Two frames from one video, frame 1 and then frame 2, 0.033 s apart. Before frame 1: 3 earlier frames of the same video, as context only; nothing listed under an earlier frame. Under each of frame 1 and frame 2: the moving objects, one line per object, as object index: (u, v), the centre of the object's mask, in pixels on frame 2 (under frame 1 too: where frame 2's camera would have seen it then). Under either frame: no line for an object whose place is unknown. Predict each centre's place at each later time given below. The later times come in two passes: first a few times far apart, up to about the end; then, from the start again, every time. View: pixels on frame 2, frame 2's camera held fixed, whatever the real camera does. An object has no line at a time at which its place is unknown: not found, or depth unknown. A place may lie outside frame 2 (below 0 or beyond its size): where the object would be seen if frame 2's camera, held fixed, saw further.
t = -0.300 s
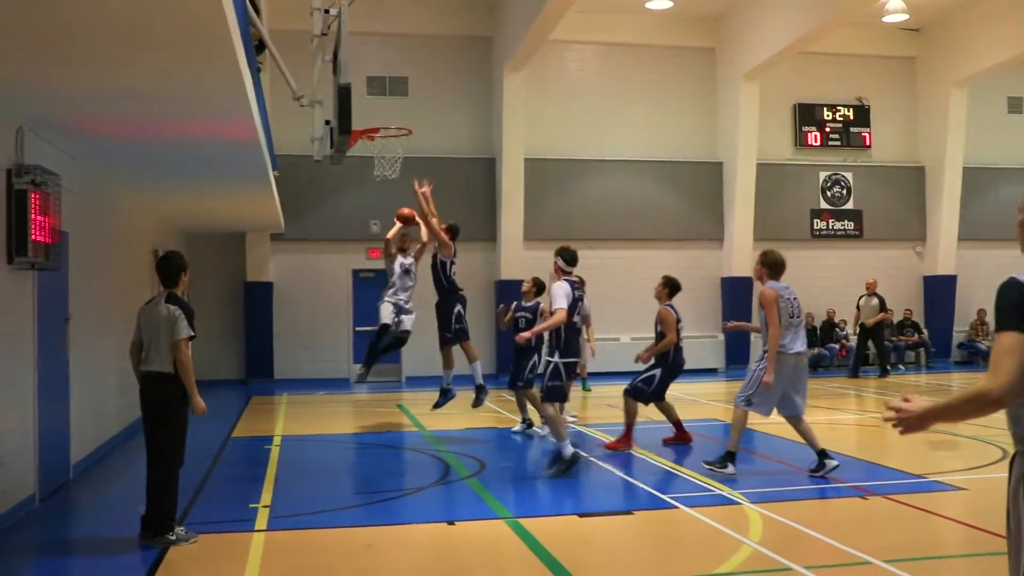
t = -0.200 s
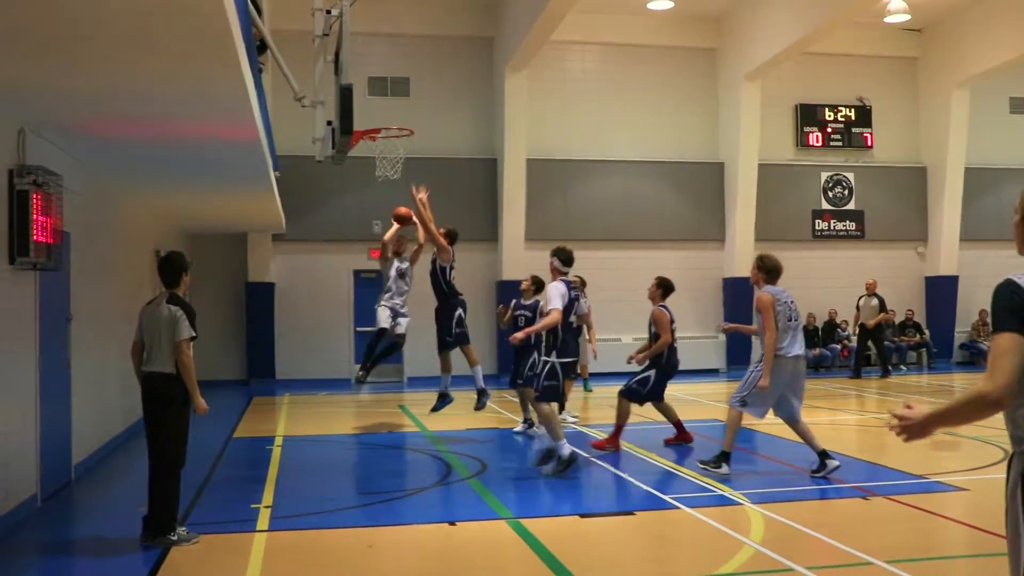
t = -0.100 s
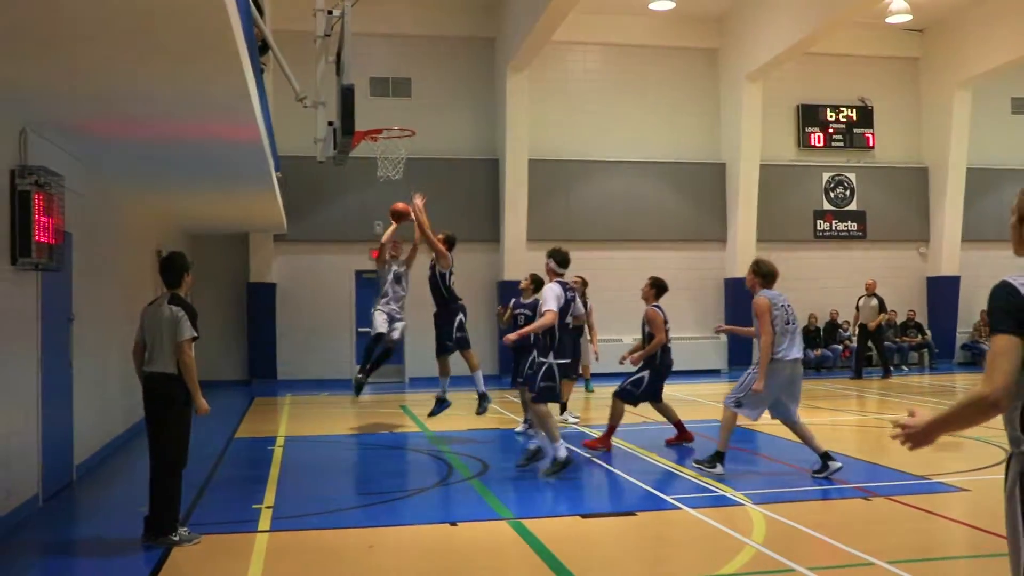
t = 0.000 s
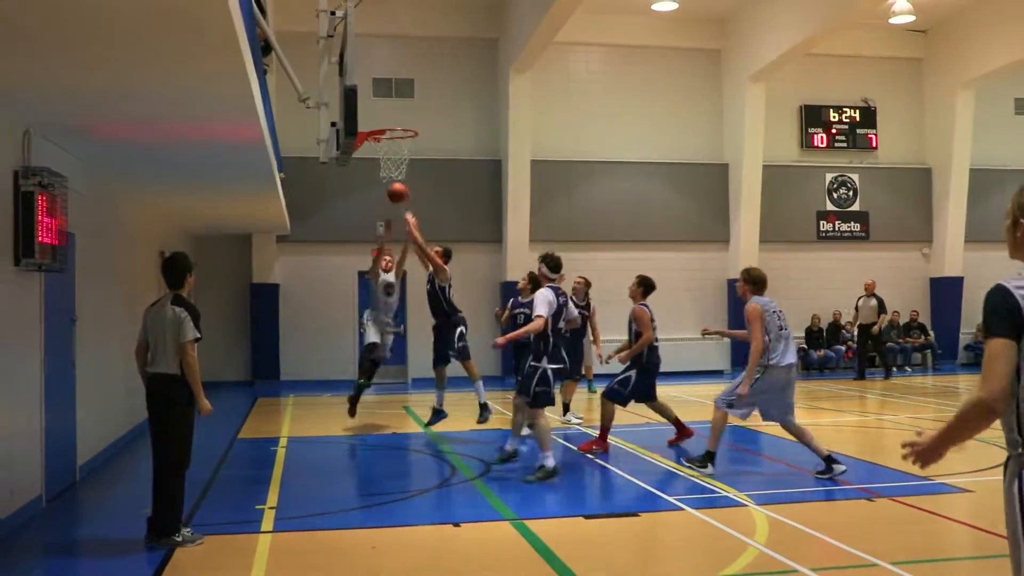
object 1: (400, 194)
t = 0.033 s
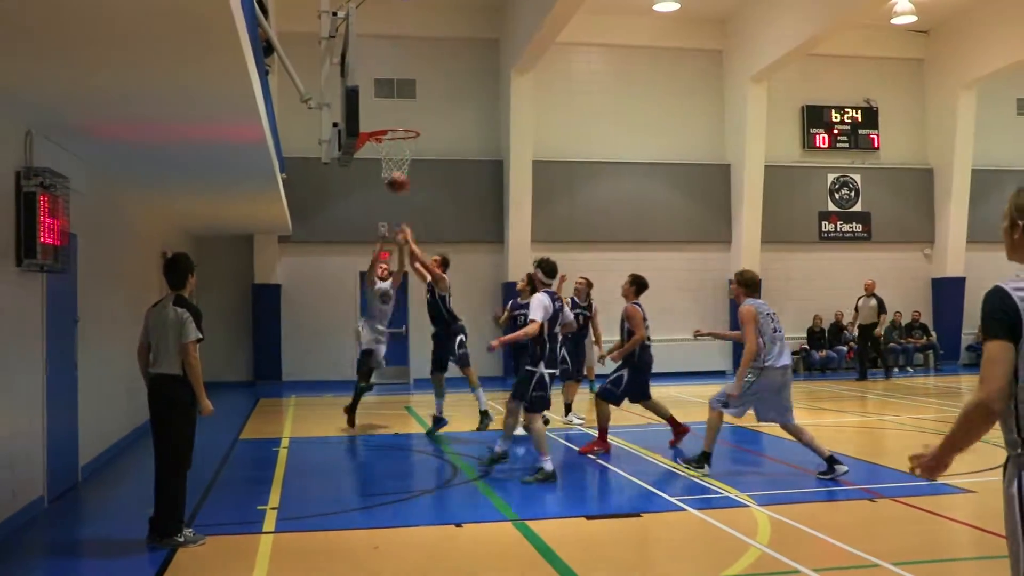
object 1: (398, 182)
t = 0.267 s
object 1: (378, 117)
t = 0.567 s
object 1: (368, 93)
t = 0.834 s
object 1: (400, 140)
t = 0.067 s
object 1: (395, 165)
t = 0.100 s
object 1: (393, 155)
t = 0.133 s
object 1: (390, 148)
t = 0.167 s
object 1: (388, 142)
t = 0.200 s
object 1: (383, 126)
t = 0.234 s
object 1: (381, 122)
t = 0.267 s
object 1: (378, 117)
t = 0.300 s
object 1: (376, 111)
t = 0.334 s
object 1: (373, 106)
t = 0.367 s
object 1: (370, 102)
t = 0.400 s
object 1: (368, 98)
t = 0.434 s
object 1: (367, 96)
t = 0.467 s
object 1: (365, 94)
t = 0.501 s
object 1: (365, 93)
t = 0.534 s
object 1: (366, 93)
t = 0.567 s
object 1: (368, 93)
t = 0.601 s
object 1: (371, 95)
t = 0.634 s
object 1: (375, 97)
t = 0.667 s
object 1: (379, 101)
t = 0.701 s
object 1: (383, 106)
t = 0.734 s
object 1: (388, 113)
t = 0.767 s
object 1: (392, 119)
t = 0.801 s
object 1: (397, 129)
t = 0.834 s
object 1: (400, 140)
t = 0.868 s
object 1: (402, 150)
